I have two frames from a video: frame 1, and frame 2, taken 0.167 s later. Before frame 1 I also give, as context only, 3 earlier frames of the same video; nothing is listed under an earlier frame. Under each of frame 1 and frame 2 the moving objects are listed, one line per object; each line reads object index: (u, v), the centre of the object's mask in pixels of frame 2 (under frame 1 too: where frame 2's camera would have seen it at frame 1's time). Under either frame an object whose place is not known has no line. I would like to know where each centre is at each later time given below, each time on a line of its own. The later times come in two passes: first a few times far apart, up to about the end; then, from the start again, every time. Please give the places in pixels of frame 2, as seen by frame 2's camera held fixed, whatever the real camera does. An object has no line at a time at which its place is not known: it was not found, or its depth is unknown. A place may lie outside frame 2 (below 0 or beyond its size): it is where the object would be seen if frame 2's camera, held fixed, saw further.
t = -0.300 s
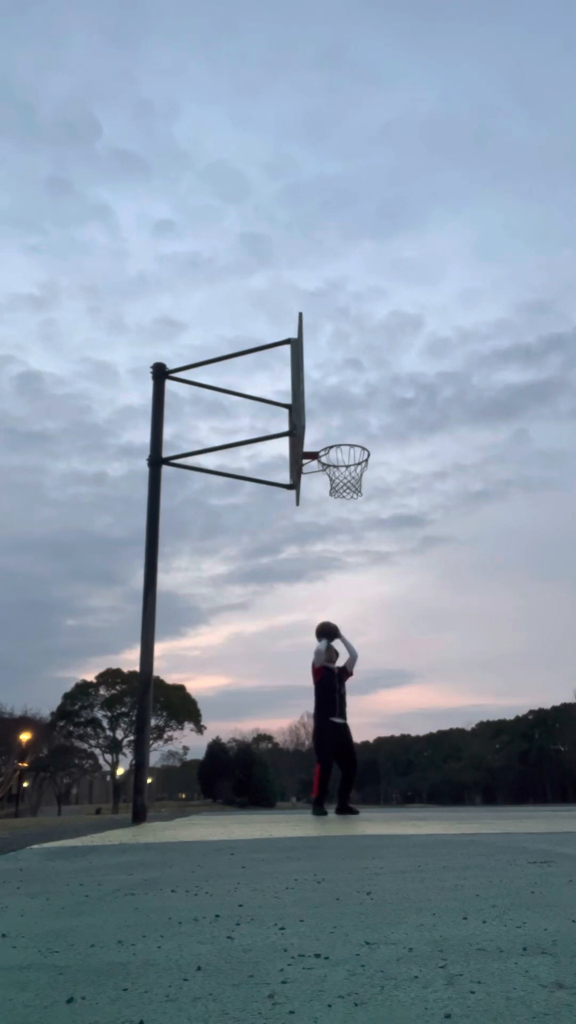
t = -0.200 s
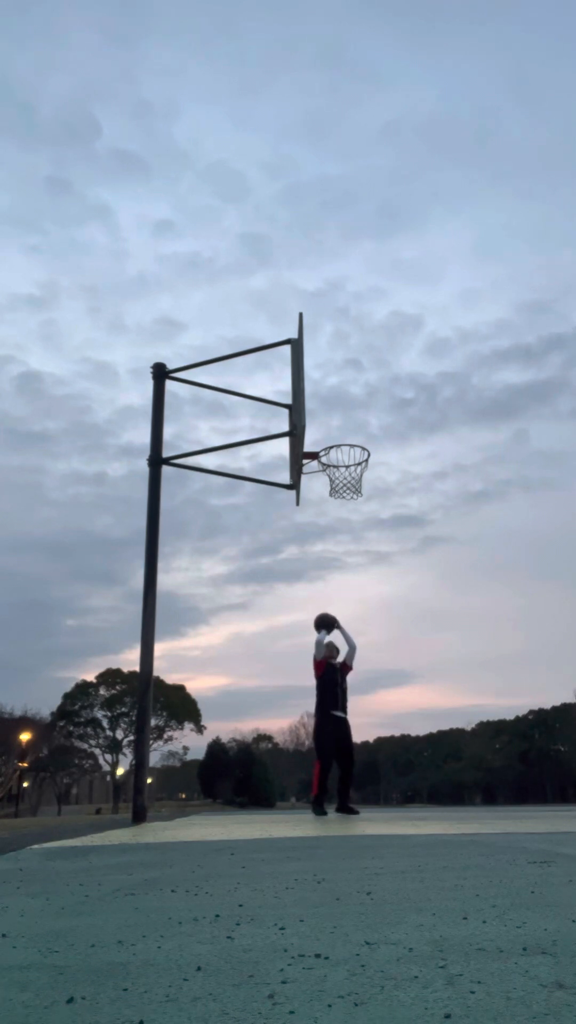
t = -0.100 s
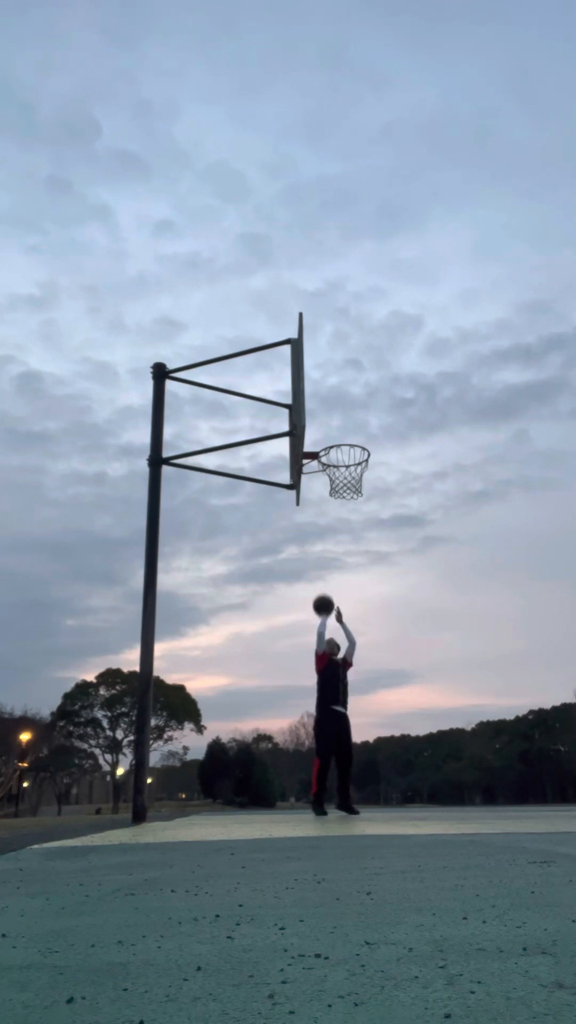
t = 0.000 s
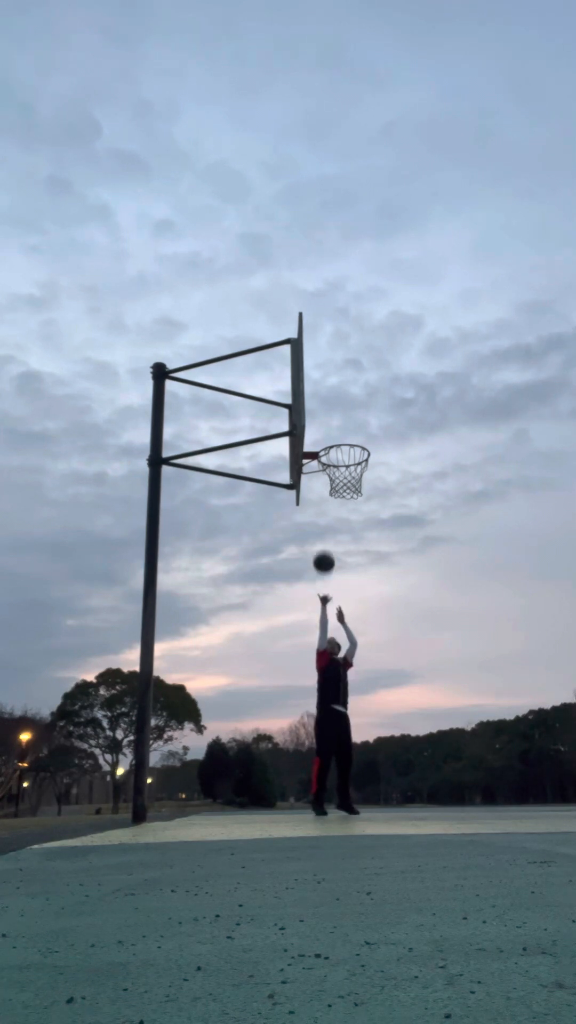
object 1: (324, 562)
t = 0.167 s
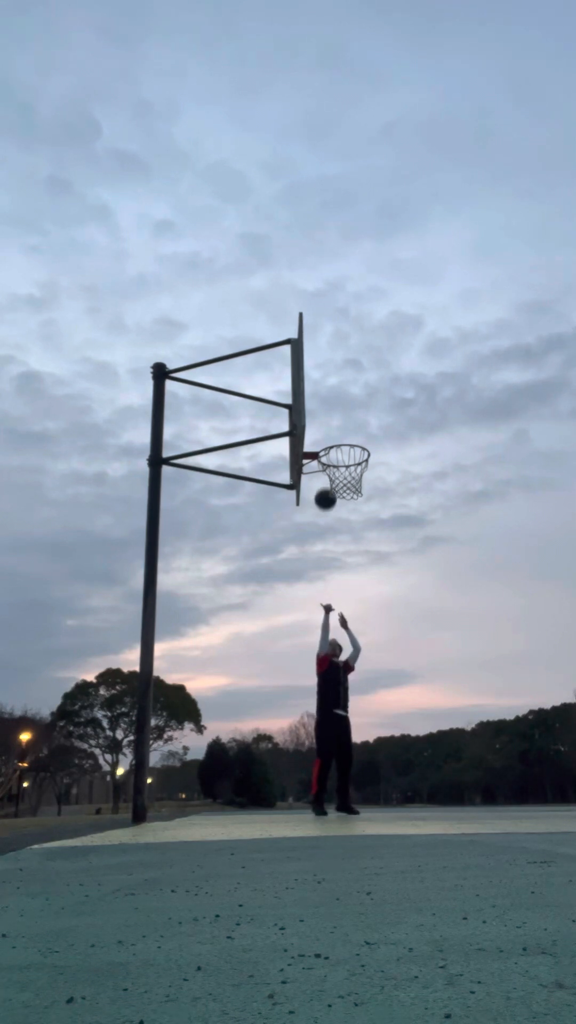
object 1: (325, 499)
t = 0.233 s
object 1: (326, 480)
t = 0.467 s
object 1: (331, 439)
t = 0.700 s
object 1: (339, 444)
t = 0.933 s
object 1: (347, 481)
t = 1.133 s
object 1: (352, 534)
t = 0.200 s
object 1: (326, 489)
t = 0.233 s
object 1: (326, 480)
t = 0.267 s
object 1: (327, 472)
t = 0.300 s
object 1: (327, 464)
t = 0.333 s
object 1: (328, 458)
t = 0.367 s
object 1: (328, 452)
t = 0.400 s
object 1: (329, 447)
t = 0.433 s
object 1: (330, 442)
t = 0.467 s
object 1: (331, 439)
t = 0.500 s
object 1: (332, 437)
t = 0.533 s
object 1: (333, 436)
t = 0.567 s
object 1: (334, 436)
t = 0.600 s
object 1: (335, 436)
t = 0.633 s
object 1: (336, 438)
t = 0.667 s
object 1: (337, 441)
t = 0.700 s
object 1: (339, 444)
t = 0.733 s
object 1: (340, 450)
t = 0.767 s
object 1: (342, 456)
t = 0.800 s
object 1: (343, 463)
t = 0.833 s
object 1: (345, 470)
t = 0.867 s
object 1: (345, 473)
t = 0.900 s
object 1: (346, 477)
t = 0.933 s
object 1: (347, 481)
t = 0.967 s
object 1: (347, 487)
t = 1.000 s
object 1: (348, 494)
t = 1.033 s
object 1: (349, 502)
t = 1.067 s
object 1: (350, 511)
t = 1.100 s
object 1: (351, 522)
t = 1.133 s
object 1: (352, 534)
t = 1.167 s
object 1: (353, 547)
